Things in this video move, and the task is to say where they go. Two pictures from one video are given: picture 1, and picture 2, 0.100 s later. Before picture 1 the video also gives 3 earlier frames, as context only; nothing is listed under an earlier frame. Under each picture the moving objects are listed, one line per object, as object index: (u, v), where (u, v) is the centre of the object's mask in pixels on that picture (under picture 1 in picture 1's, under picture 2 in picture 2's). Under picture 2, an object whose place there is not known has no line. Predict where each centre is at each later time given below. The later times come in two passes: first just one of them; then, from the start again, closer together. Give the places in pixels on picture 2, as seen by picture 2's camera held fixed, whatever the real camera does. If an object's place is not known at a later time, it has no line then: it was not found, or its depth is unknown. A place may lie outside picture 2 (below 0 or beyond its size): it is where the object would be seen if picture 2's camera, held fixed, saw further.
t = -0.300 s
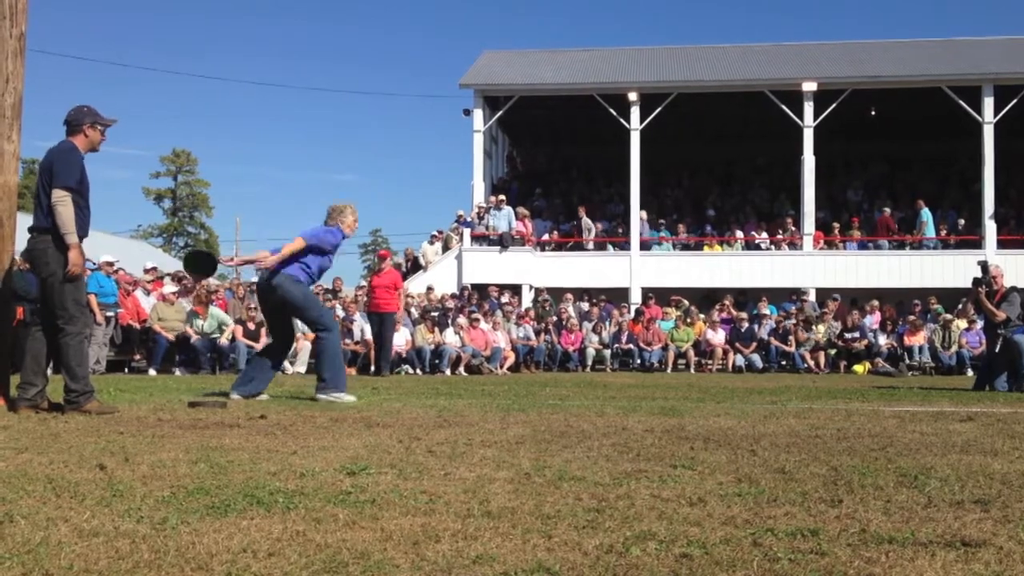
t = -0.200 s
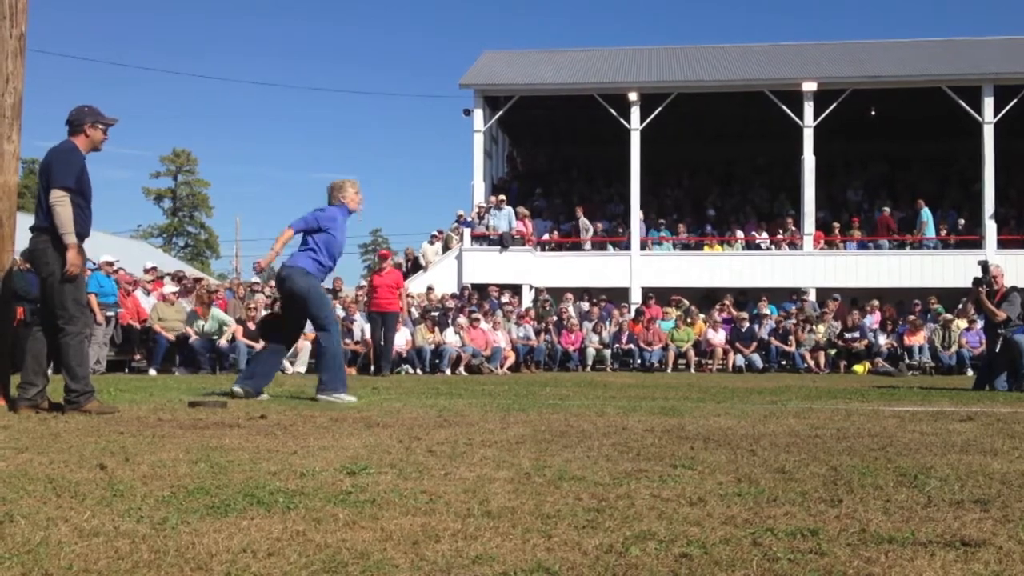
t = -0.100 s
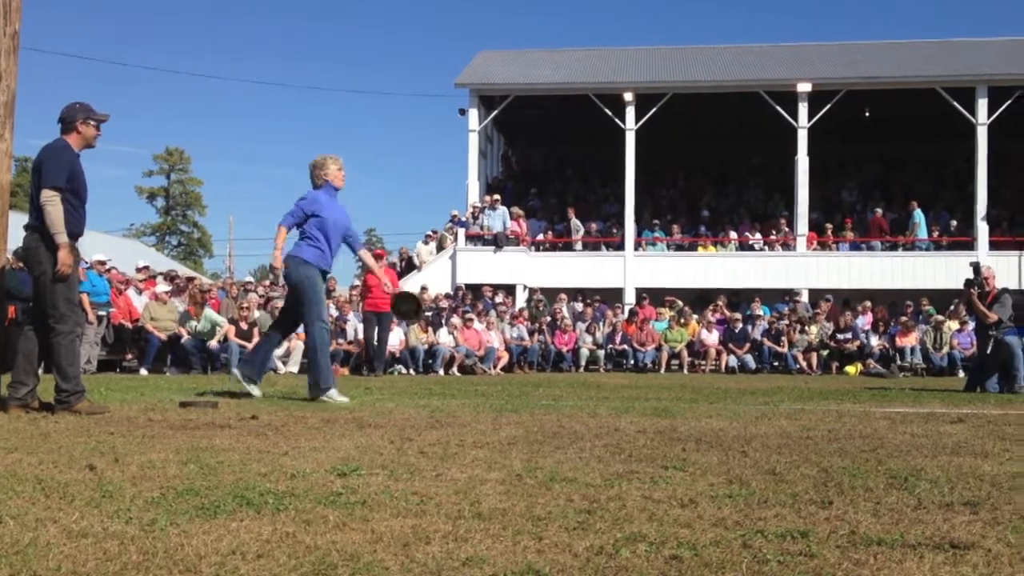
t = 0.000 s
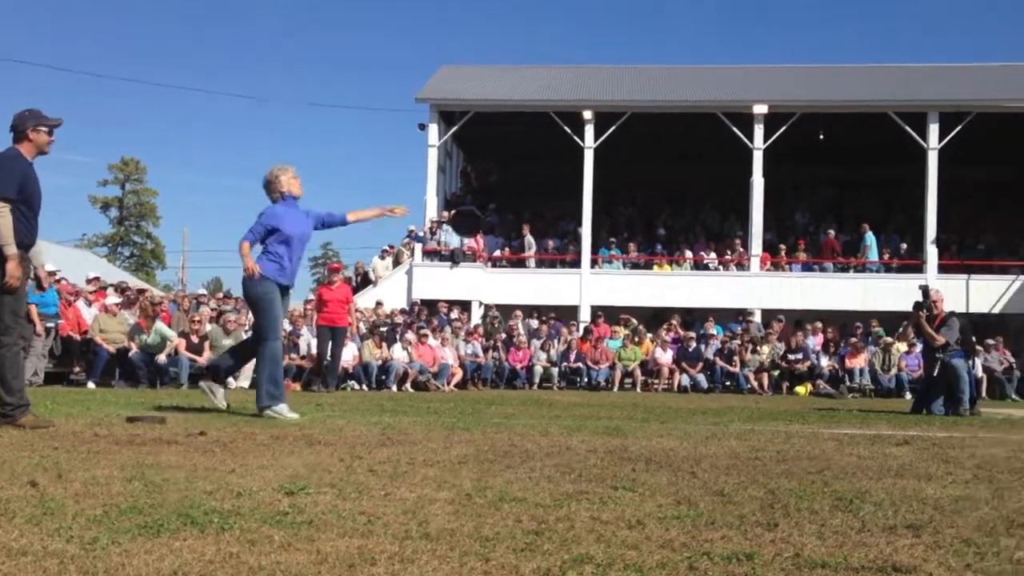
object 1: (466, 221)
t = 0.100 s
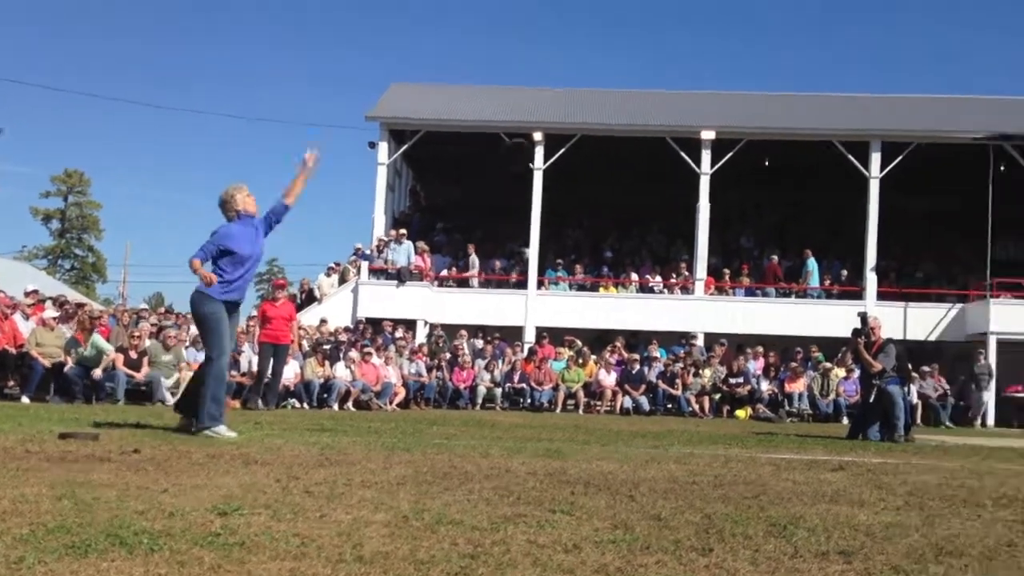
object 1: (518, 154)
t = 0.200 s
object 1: (618, 84)
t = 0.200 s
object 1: (618, 84)
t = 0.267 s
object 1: (684, 46)
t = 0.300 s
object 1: (717, 29)
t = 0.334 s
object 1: (749, 12)
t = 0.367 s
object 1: (781, -2)
